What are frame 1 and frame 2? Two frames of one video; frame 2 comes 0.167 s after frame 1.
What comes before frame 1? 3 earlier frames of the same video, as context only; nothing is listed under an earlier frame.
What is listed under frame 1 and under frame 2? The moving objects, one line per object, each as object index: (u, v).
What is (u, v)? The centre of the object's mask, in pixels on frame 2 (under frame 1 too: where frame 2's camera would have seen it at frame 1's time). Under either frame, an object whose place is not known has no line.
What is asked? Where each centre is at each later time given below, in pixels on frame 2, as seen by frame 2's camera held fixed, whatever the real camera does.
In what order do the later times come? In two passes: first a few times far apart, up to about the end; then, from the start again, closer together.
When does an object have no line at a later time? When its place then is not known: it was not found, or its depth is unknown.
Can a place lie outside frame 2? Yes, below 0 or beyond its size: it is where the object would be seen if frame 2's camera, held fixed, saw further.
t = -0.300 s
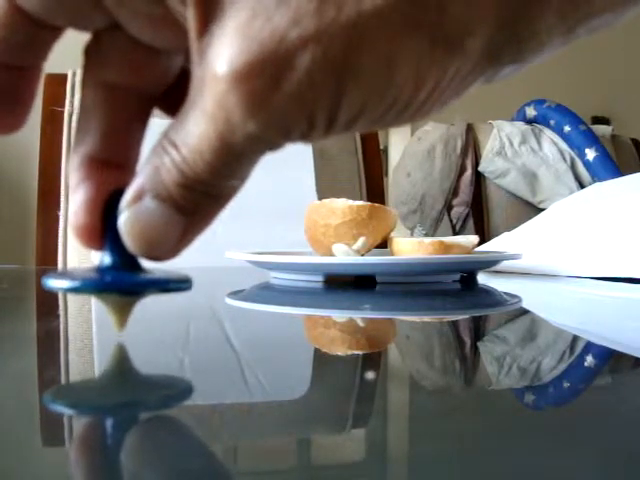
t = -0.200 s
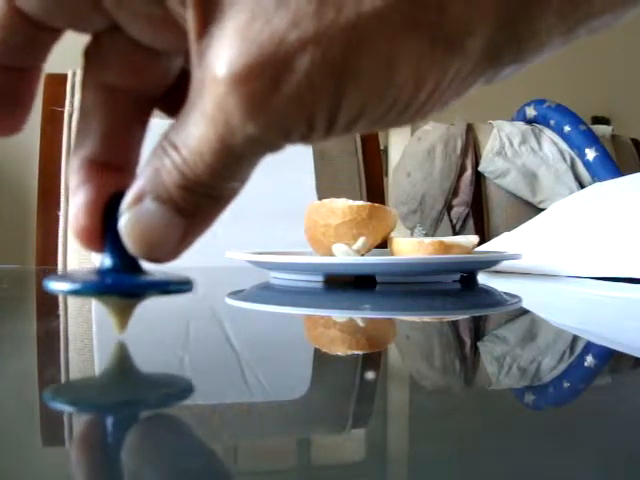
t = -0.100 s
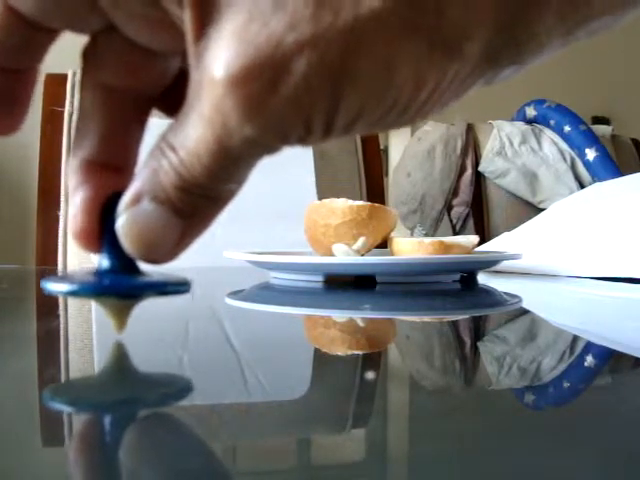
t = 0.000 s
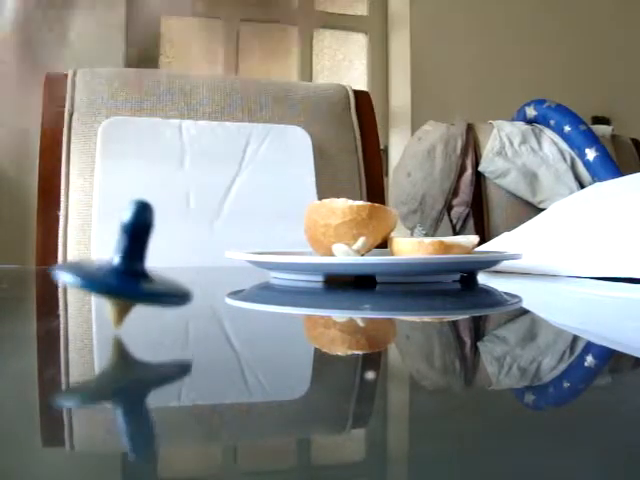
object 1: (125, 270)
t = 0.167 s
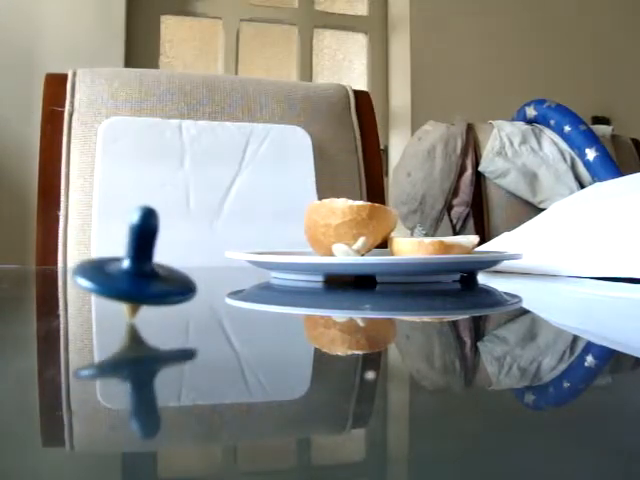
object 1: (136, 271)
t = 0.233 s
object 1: (141, 271)
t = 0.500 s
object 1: (170, 269)
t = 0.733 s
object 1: (188, 267)
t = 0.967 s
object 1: (183, 269)
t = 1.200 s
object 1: (160, 269)
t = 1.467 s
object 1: (155, 268)
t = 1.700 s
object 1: (173, 270)
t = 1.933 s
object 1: (196, 269)
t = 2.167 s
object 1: (209, 268)
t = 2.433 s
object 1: (205, 269)
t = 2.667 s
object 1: (186, 269)
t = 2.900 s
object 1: (179, 268)
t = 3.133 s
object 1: (191, 269)
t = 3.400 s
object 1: (212, 269)
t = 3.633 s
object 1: (218, 268)
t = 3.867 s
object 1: (205, 270)
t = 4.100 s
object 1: (189, 268)
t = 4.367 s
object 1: (191, 269)
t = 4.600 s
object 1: (207, 270)
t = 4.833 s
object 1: (220, 268)
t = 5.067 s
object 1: (218, 269)
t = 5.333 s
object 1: (199, 269)
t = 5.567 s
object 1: (192, 268)
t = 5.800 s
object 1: (201, 270)
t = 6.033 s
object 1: (217, 270)
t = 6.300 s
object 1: (222, 269)
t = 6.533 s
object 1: (209, 269)
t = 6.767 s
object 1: (197, 268)
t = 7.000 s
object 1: (199, 270)
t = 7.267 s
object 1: (217, 271)
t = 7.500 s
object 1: (223, 268)
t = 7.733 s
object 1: (212, 270)
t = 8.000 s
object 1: (197, 269)
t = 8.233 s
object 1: (202, 270)
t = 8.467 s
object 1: (218, 271)
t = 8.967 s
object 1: (211, 270)
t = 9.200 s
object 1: (198, 269)
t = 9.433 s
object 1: (203, 271)
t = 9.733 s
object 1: (215, 271)
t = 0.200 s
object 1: (138, 271)
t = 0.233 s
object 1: (141, 271)
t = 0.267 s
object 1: (144, 271)
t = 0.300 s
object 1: (147, 271)
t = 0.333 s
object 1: (151, 270)
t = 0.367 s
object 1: (154, 270)
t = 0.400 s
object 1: (158, 270)
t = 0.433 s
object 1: (162, 270)
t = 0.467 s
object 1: (165, 269)
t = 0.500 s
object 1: (170, 269)
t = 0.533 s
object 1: (173, 269)
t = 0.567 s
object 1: (176, 268)
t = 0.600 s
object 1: (179, 268)
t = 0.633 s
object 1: (181, 268)
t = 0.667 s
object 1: (184, 267)
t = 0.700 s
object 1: (186, 267)
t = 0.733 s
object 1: (188, 267)
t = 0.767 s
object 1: (188, 267)
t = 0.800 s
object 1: (188, 267)
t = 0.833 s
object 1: (188, 268)
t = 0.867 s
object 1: (187, 268)
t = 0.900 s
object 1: (186, 269)
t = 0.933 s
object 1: (185, 269)
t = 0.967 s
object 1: (183, 269)
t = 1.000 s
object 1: (180, 269)
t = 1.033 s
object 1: (177, 269)
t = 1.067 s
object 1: (173, 270)
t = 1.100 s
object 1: (170, 270)
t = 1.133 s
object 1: (167, 269)
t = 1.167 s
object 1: (163, 269)
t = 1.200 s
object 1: (160, 269)
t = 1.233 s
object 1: (157, 269)
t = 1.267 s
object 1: (154, 269)
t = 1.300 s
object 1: (152, 268)
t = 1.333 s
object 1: (150, 268)
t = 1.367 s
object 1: (149, 268)
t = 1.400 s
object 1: (150, 268)
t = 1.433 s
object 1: (152, 268)
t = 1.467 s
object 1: (155, 268)
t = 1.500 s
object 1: (156, 268)
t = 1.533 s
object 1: (159, 269)
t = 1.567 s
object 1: (162, 269)
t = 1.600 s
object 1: (164, 269)
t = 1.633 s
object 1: (167, 270)
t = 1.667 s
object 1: (170, 270)
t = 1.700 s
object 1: (173, 270)
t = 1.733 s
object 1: (175, 270)
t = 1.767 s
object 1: (178, 270)
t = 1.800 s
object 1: (182, 270)
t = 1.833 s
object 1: (185, 270)
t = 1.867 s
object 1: (189, 270)
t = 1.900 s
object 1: (192, 270)
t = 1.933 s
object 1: (196, 269)
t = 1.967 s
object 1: (199, 269)
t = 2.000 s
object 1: (202, 269)
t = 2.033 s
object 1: (203, 269)
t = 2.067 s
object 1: (205, 268)
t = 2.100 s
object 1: (207, 268)
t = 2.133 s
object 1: (209, 268)
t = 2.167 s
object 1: (209, 268)
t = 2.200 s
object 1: (210, 268)
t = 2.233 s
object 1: (210, 268)
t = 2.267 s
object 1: (211, 268)
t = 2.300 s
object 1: (211, 268)
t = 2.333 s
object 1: (209, 269)
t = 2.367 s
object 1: (209, 269)
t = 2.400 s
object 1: (208, 270)
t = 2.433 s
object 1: (205, 269)
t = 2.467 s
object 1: (203, 269)
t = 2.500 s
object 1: (200, 270)
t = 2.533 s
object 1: (197, 269)
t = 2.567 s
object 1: (194, 269)
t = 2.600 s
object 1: (192, 269)
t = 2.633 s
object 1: (189, 270)
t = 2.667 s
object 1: (186, 269)
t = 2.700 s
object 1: (184, 269)
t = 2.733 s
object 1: (182, 269)
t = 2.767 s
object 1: (181, 269)
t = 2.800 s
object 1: (180, 268)
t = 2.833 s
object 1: (179, 268)
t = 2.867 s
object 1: (179, 268)
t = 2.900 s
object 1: (179, 268)
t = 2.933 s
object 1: (179, 269)
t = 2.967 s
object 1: (181, 269)
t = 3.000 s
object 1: (182, 269)
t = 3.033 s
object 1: (183, 269)
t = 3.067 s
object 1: (186, 270)
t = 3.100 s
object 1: (187, 270)
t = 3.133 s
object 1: (191, 269)
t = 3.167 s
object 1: (193, 270)
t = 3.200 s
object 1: (196, 270)
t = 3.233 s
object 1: (198, 270)
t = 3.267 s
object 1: (201, 270)
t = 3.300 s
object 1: (204, 270)
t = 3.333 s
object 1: (207, 270)
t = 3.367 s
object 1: (210, 270)
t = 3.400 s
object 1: (212, 269)
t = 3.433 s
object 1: (214, 269)
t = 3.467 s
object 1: (215, 269)
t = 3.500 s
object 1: (217, 268)
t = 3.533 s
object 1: (218, 268)
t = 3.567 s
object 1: (218, 268)
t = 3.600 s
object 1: (219, 268)
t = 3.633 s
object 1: (218, 268)
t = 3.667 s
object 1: (217, 269)
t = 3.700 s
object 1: (216, 269)
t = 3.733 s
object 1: (214, 270)
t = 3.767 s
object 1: (212, 269)
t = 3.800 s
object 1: (210, 269)
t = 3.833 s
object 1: (207, 269)
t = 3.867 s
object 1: (205, 270)
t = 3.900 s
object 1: (202, 269)
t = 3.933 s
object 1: (200, 270)
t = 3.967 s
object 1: (197, 269)
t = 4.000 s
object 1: (195, 269)
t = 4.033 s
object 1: (193, 269)
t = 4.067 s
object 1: (191, 269)
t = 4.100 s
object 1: (189, 268)
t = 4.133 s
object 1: (188, 269)
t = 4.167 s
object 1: (188, 268)
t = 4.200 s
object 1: (188, 268)
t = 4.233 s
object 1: (187, 268)
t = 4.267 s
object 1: (188, 268)
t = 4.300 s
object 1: (188, 268)
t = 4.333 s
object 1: (189, 268)
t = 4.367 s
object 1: (191, 269)
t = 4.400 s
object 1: (192, 270)
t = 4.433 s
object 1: (194, 269)
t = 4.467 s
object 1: (196, 270)
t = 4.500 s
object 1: (198, 270)
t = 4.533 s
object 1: (201, 270)
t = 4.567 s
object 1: (204, 270)
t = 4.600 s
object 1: (207, 270)
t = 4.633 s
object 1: (209, 270)
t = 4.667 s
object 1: (211, 270)
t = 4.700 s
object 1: (214, 270)
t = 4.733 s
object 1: (215, 270)
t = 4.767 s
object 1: (218, 269)
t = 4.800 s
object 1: (219, 269)
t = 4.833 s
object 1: (220, 268)
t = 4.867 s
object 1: (220, 269)
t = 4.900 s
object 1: (221, 268)
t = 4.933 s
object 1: (222, 268)
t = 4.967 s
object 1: (221, 268)
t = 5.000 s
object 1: (220, 269)
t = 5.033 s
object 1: (220, 269)
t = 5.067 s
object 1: (218, 269)
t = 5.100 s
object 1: (216, 269)
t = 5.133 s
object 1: (214, 270)
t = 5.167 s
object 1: (211, 270)
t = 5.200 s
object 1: (209, 269)
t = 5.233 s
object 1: (207, 269)
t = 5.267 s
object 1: (203, 269)
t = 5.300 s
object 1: (201, 269)
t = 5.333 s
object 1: (199, 269)
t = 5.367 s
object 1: (197, 269)
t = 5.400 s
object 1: (195, 269)
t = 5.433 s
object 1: (193, 269)
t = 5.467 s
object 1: (193, 268)
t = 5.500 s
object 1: (192, 268)
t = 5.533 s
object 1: (192, 268)
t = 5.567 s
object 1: (192, 268)
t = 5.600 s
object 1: (192, 268)
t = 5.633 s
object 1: (193, 268)
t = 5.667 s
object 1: (194, 269)
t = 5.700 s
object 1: (196, 269)
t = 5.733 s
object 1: (198, 269)
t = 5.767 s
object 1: (199, 269)
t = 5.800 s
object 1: (201, 270)
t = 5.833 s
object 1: (203, 270)
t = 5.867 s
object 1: (206, 270)
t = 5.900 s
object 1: (208, 270)
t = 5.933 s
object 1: (211, 270)
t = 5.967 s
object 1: (213, 270)
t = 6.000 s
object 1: (215, 270)
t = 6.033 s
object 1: (217, 270)
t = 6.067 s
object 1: (219, 270)
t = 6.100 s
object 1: (220, 269)
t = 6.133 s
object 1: (220, 269)
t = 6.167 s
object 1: (221, 269)
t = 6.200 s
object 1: (223, 268)
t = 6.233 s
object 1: (223, 269)
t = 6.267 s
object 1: (223, 269)
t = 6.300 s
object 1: (222, 269)
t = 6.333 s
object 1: (221, 269)
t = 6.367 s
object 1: (220, 269)
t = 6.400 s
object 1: (217, 270)
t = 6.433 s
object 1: (215, 270)
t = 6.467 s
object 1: (213, 269)
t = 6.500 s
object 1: (211, 270)
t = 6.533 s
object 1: (209, 269)
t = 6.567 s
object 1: (206, 270)
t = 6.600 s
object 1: (203, 270)
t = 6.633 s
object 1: (201, 270)
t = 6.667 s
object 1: (200, 269)
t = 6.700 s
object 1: (198, 269)
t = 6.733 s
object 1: (197, 268)
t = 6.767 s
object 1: (197, 268)
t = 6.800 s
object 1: (197, 268)
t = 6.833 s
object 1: (195, 268)
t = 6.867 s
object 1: (194, 269)
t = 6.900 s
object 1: (197, 269)
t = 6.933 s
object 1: (198, 269)
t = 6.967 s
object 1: (198, 270)
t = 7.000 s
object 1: (199, 270)
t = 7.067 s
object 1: (203, 271)
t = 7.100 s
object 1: (206, 271)
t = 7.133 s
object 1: (208, 271)
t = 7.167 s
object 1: (210, 271)
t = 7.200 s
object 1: (213, 271)
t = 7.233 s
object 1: (215, 271)
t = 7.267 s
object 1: (217, 271)
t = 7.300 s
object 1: (218, 270)
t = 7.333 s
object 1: (219, 270)
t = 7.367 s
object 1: (221, 269)
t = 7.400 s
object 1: (222, 269)
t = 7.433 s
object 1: (223, 269)
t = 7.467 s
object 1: (224, 268)
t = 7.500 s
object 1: (223, 268)
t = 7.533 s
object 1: (221, 268)
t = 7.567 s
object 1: (220, 269)
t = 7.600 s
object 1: (218, 269)
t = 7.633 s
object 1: (217, 269)
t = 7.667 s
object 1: (214, 270)
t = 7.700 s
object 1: (212, 269)
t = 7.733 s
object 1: (212, 270)
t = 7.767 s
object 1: (209, 270)
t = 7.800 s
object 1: (207, 270)
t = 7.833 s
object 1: (204, 270)
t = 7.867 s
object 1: (202, 270)
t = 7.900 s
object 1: (200, 270)
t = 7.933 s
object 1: (199, 269)
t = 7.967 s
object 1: (197, 269)
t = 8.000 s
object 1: (197, 269)
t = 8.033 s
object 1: (197, 269)
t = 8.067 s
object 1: (197, 269)
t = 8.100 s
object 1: (196, 269)
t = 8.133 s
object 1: (197, 269)
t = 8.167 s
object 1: (199, 269)
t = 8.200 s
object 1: (201, 270)
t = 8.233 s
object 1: (202, 270)
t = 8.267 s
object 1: (205, 270)
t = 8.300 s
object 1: (207, 270)
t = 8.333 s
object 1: (209, 271)
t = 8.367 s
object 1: (211, 271)
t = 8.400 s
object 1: (213, 271)
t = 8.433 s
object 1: (216, 271)
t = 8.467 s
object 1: (218, 271)
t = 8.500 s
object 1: (219, 271)
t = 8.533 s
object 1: (220, 270)
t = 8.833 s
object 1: (219, 270)
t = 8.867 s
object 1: (216, 270)
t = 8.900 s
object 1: (214, 270)
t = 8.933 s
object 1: (213, 271)
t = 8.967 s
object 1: (211, 270)
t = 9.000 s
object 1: (207, 270)
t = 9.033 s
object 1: (205, 270)
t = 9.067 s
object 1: (202, 270)
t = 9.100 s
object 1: (200, 270)
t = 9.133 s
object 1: (199, 270)
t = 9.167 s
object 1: (198, 269)
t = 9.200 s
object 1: (198, 269)
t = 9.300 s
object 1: (198, 268)
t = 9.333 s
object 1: (199, 270)
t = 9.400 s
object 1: (200, 271)
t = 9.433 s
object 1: (203, 271)
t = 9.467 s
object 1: (204, 271)
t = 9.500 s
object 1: (206, 271)
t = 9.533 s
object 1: (207, 272)
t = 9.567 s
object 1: (208, 272)
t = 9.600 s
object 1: (211, 272)
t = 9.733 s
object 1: (215, 271)
